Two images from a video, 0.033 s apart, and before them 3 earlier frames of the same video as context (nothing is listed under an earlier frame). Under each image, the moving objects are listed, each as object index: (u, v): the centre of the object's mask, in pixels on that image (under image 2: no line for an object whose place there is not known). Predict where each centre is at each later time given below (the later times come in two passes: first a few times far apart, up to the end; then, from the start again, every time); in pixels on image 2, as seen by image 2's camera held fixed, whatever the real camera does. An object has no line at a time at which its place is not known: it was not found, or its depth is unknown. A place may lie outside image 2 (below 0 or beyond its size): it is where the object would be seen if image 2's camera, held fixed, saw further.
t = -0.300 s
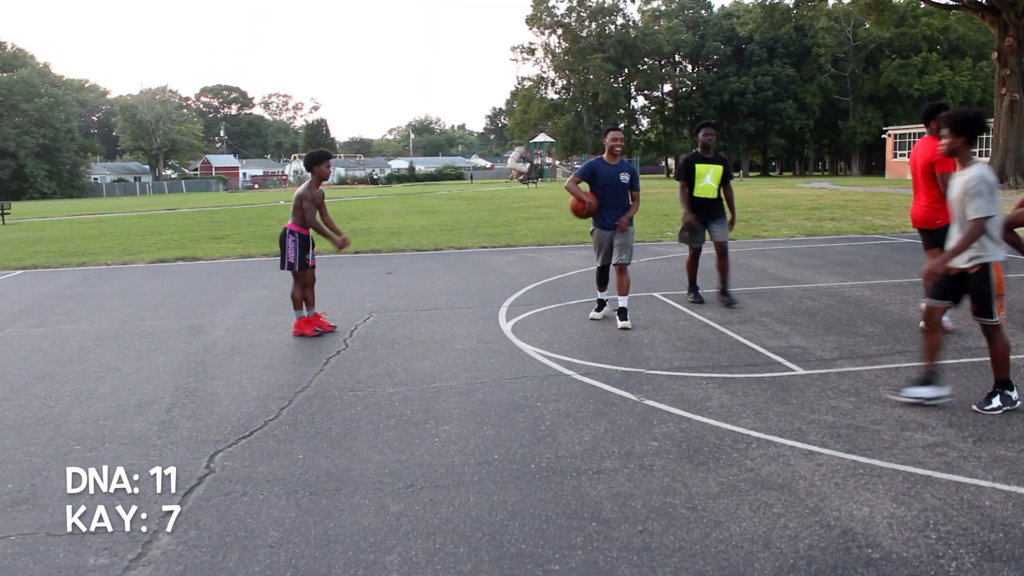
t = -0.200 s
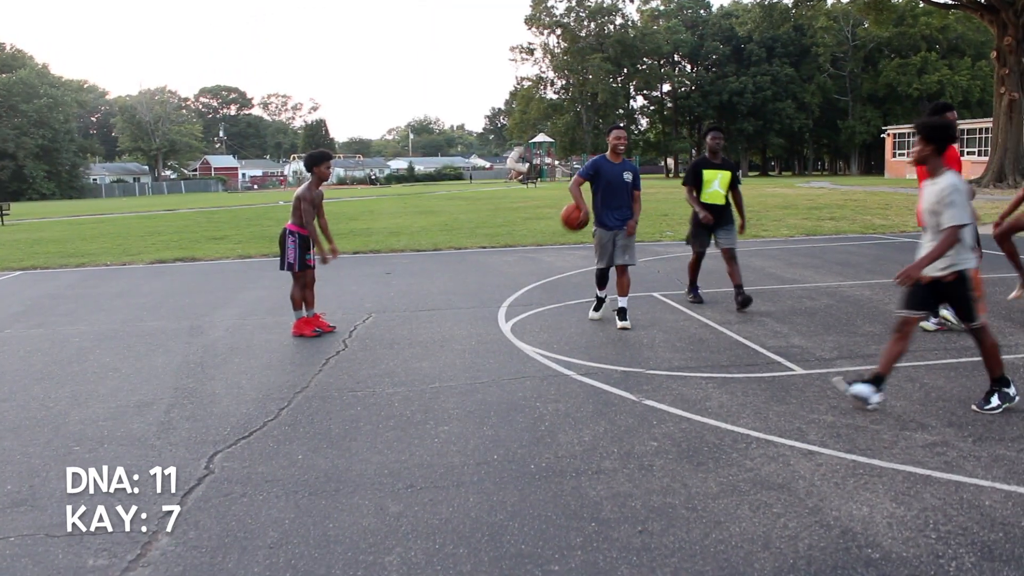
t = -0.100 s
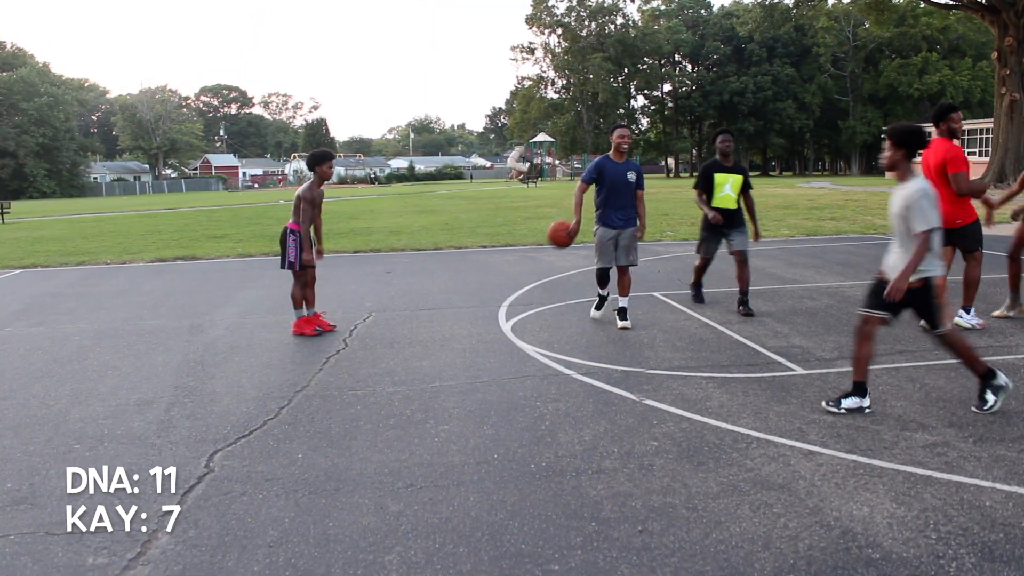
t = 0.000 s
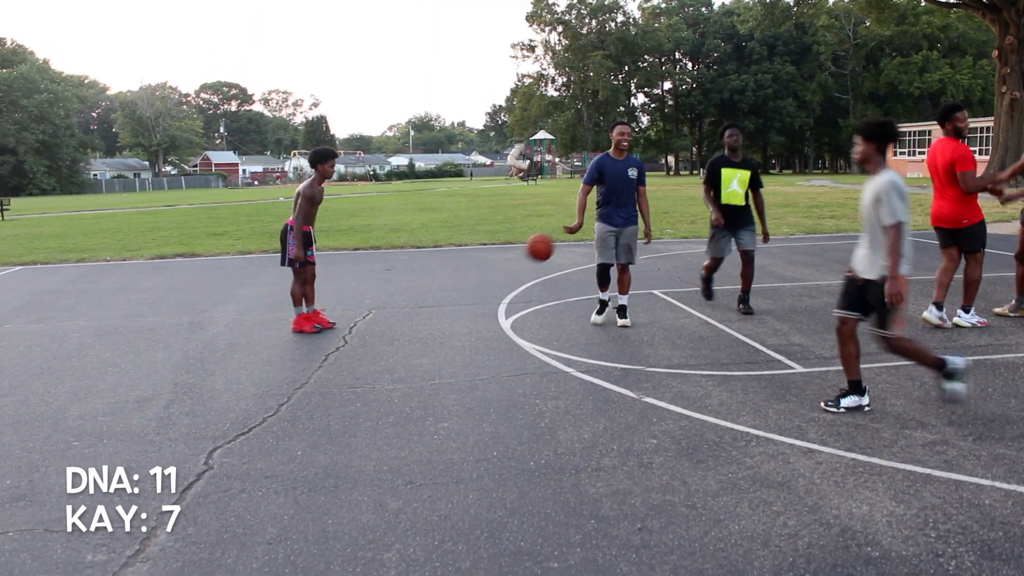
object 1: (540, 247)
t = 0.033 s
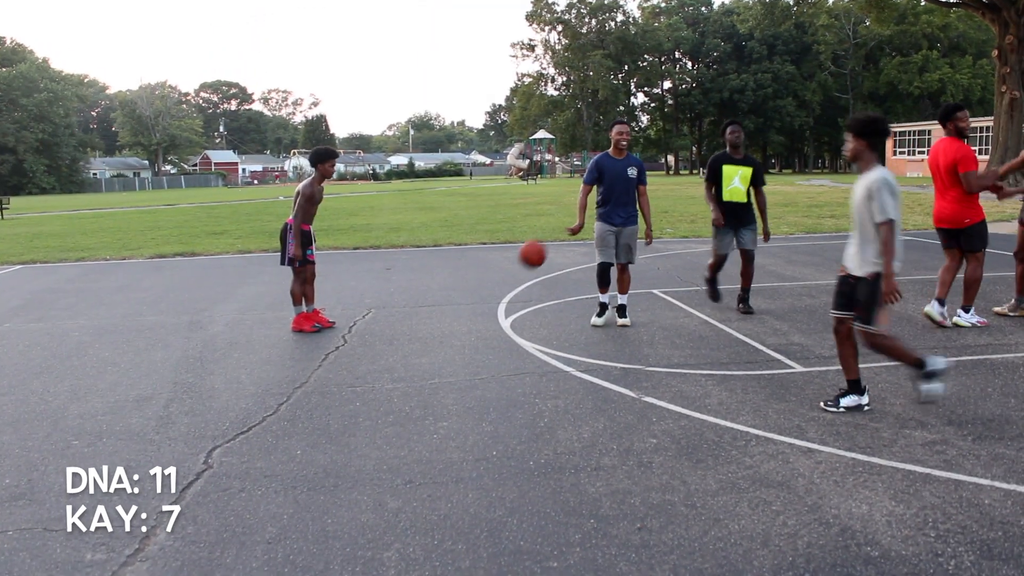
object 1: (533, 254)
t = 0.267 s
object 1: (486, 292)
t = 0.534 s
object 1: (442, 251)
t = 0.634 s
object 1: (426, 255)
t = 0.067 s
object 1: (526, 262)
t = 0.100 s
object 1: (518, 271)
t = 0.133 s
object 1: (512, 282)
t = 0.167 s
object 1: (505, 294)
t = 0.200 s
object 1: (497, 308)
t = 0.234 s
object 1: (491, 302)
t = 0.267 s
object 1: (486, 292)
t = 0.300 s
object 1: (480, 283)
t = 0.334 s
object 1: (475, 275)
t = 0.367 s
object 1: (469, 267)
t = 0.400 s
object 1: (463, 262)
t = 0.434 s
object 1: (458, 257)
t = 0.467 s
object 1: (453, 254)
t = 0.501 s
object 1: (447, 251)
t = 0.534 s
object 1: (442, 251)
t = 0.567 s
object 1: (437, 251)
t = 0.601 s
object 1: (431, 252)
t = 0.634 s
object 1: (426, 255)
